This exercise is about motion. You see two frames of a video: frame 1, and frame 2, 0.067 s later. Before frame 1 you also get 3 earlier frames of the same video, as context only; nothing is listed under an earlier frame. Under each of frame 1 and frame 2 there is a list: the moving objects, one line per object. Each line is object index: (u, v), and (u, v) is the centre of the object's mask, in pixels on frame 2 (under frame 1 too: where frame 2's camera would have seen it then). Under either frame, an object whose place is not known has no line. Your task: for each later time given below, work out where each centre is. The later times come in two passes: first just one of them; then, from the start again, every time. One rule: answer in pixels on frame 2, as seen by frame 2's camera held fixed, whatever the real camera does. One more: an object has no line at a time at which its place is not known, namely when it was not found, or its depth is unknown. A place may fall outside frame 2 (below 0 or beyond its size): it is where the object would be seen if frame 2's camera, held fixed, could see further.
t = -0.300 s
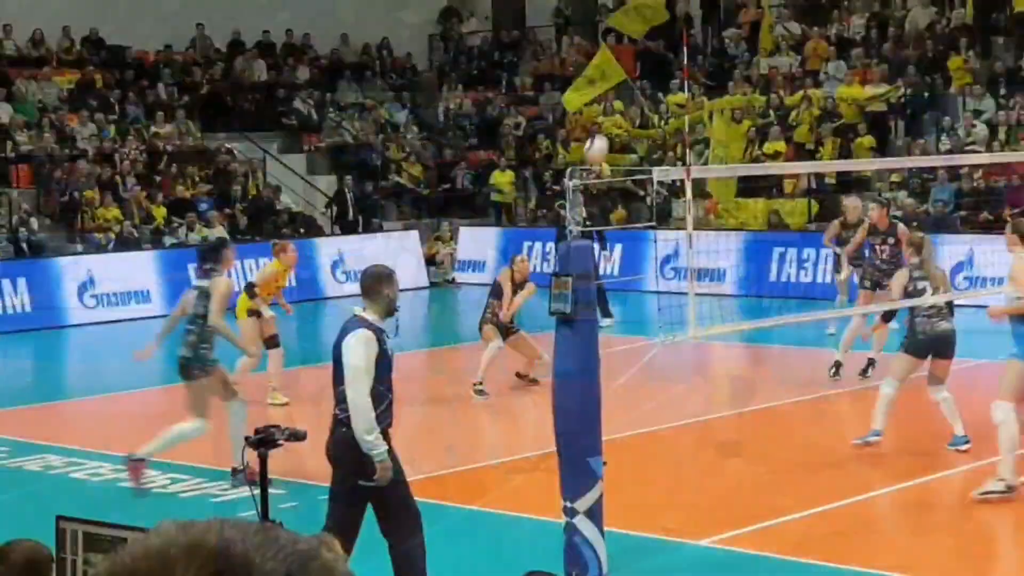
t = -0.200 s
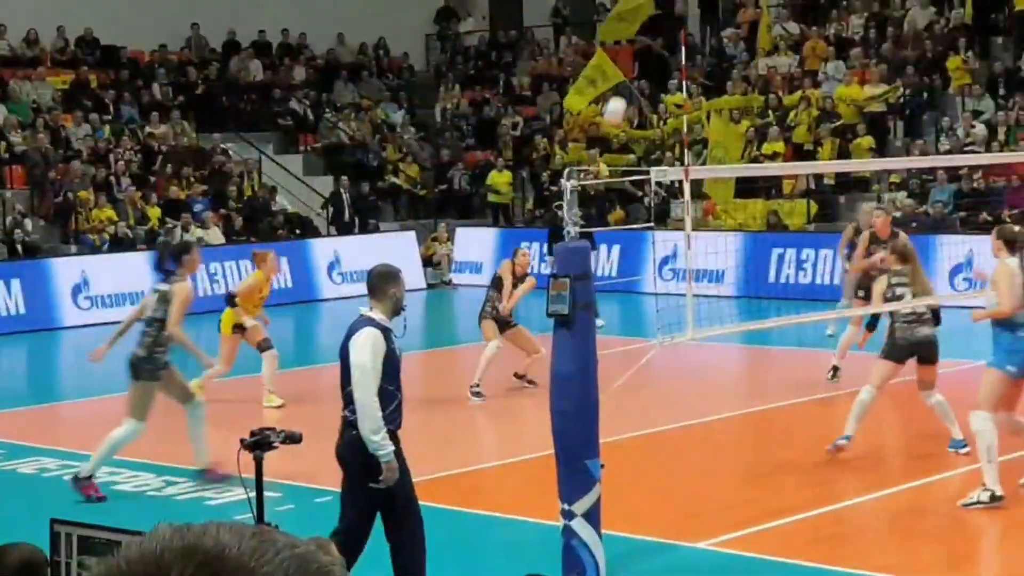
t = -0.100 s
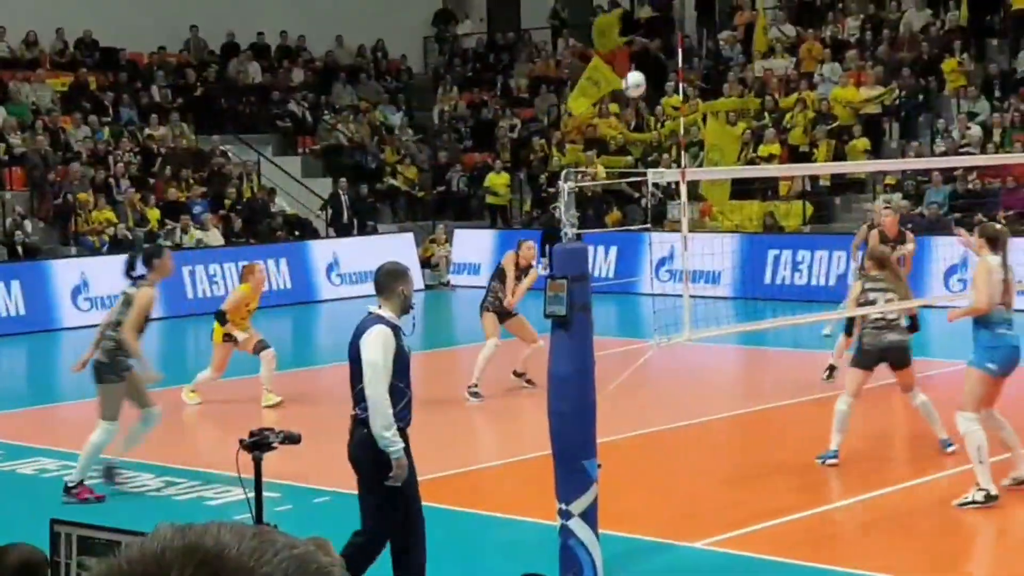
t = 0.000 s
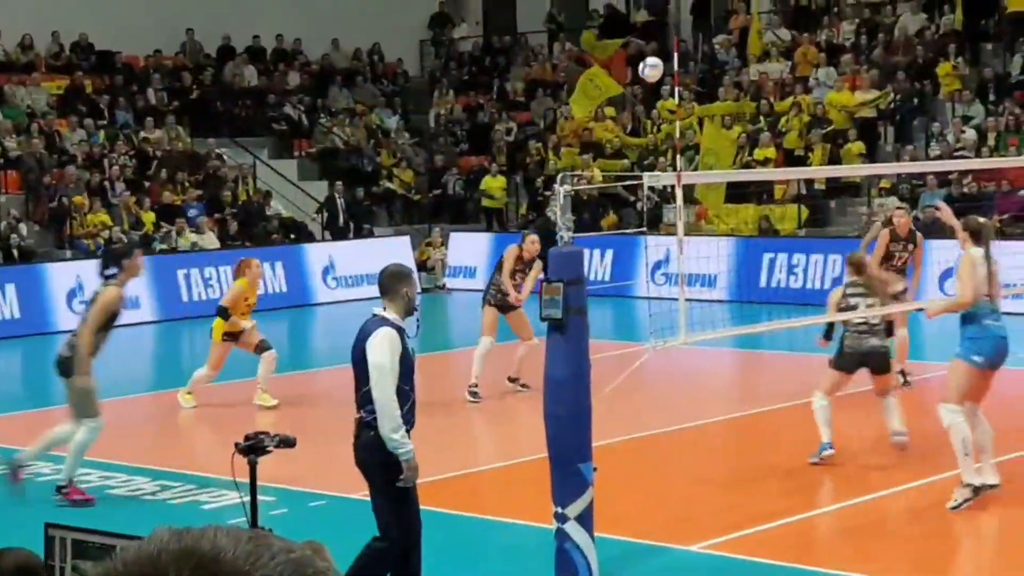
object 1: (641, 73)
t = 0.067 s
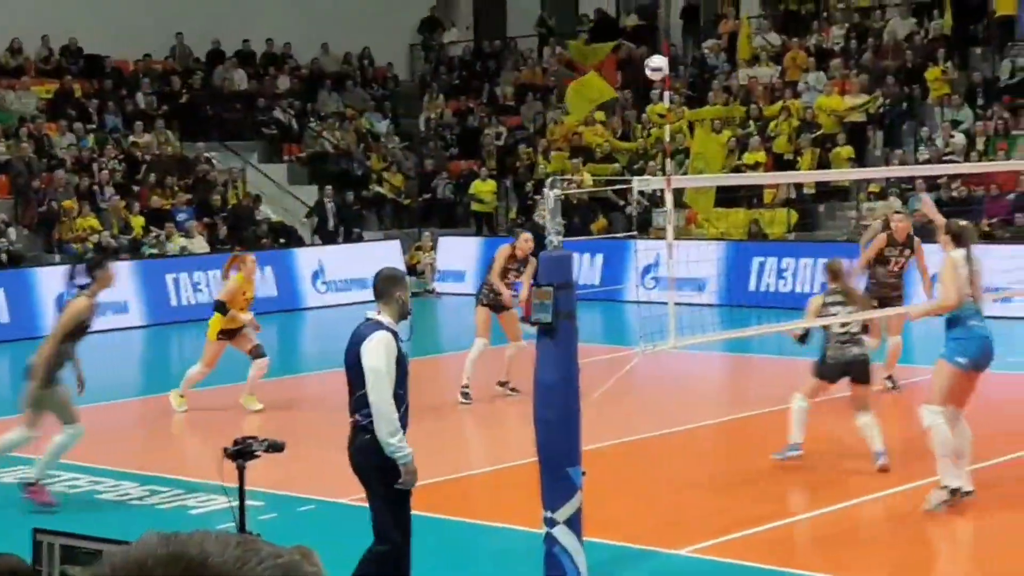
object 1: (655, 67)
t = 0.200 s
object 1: (688, 69)
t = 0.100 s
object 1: (664, 65)
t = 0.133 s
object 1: (672, 65)
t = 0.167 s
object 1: (682, 66)
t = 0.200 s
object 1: (688, 69)
